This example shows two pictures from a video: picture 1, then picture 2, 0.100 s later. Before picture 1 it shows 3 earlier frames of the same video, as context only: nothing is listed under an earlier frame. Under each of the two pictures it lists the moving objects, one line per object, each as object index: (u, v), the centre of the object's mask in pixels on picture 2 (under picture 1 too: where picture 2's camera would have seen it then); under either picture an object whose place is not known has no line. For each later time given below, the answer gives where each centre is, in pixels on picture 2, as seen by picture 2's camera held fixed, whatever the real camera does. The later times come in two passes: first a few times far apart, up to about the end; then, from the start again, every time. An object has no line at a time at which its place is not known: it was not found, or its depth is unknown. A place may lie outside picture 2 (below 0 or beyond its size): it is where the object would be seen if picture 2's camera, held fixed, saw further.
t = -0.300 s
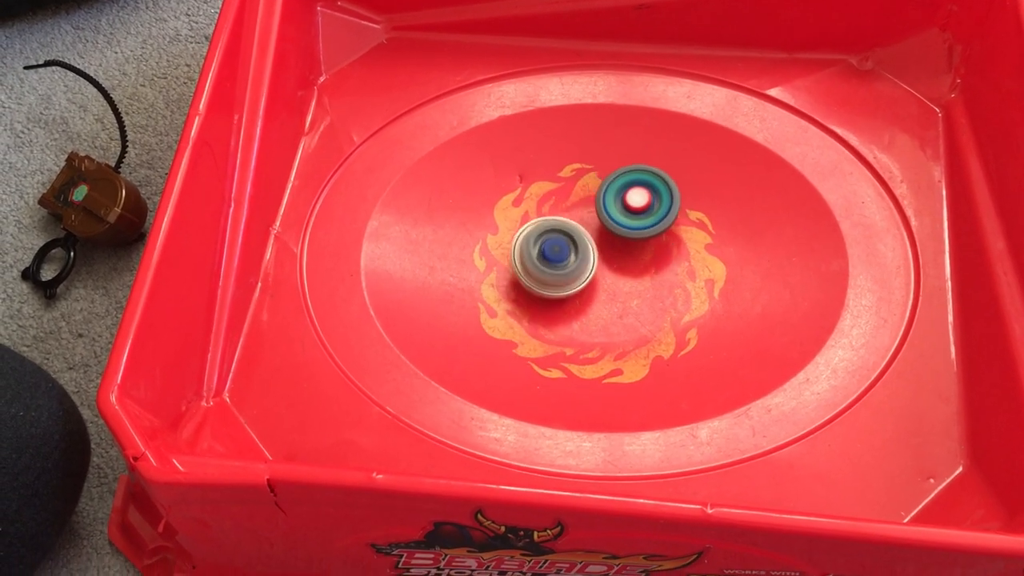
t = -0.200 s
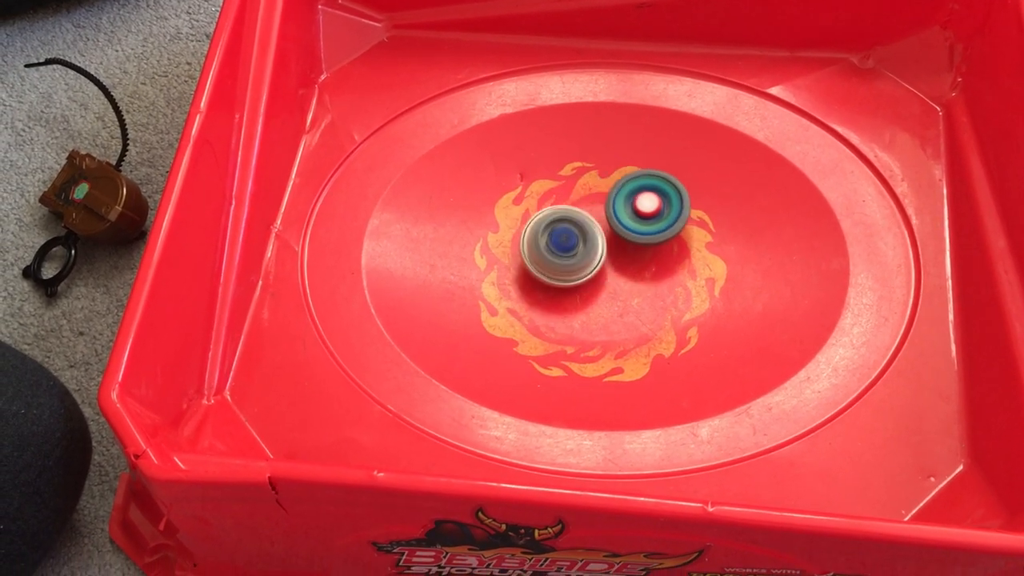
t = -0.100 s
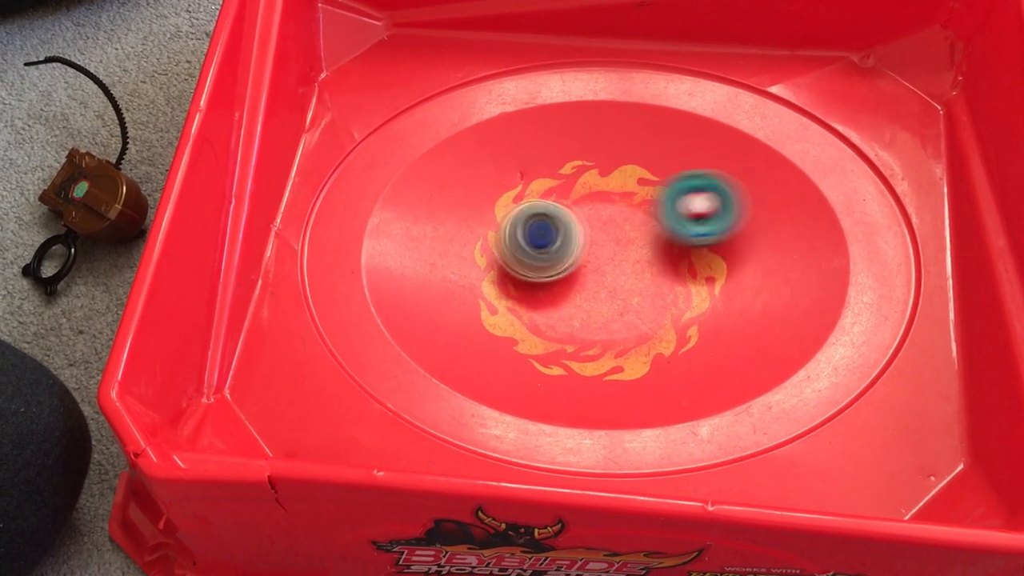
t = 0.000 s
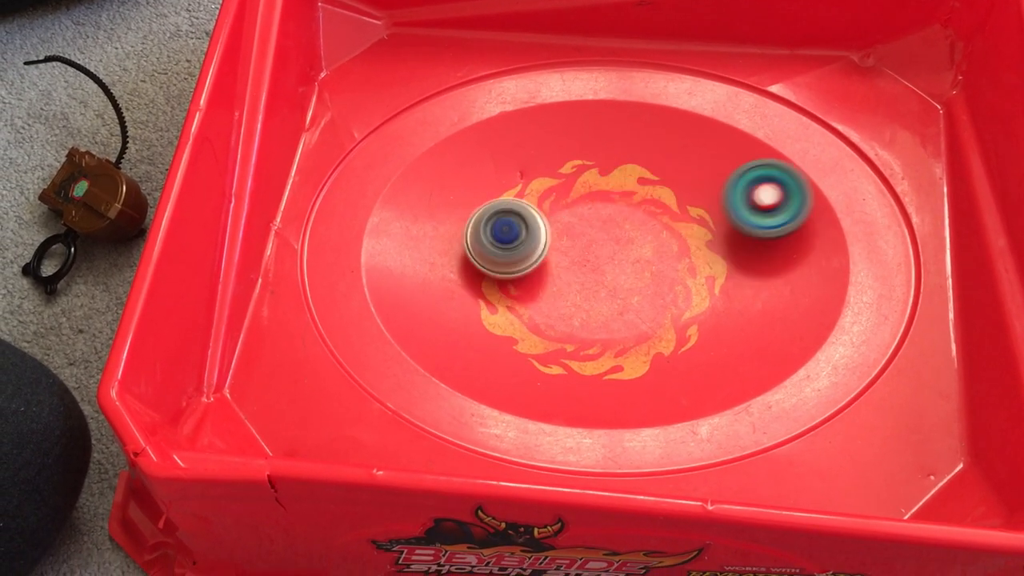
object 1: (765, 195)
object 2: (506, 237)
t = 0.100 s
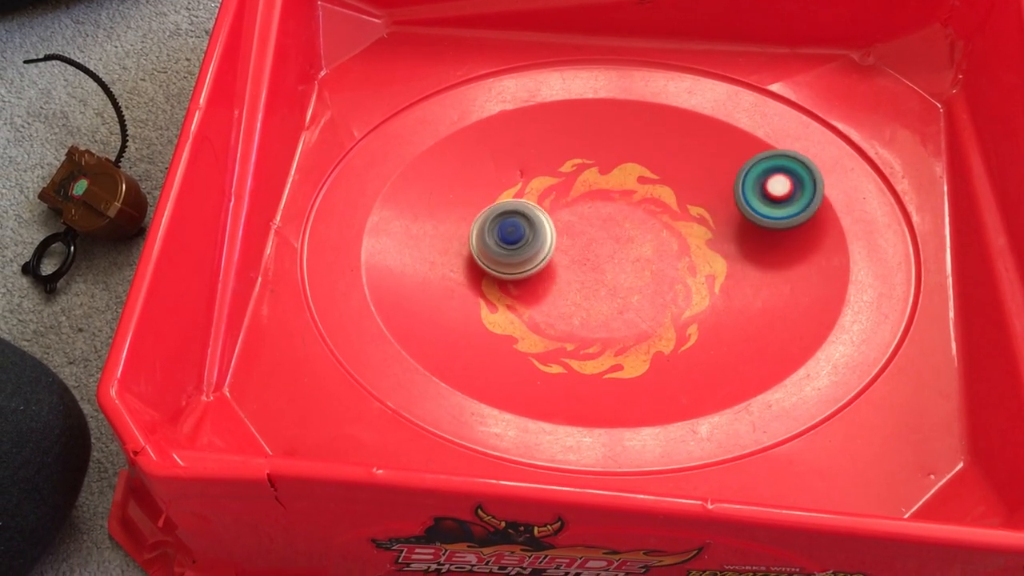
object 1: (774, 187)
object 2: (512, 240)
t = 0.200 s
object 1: (759, 181)
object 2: (525, 244)
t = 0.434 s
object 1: (674, 205)
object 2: (555, 255)
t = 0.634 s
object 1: (678, 254)
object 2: (551, 267)
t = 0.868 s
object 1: (694, 290)
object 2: (544, 280)
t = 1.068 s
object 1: (682, 284)
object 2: (546, 284)
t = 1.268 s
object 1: (649, 288)
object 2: (546, 281)
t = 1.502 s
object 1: (629, 323)
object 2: (547, 261)
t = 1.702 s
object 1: (610, 303)
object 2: (551, 251)
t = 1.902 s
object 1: (571, 307)
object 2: (558, 238)
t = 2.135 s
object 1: (611, 396)
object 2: (583, 80)
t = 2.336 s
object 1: (666, 262)
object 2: (593, 67)
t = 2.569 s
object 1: (611, 158)
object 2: (608, 78)
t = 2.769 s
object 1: (417, 299)
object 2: (650, 81)
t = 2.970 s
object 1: (452, 329)
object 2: (619, 183)
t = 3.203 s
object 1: (517, 329)
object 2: (624, 245)
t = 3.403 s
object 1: (566, 310)
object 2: (622, 250)
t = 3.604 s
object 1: (551, 316)
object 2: (647, 209)
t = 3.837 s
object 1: (569, 293)
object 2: (636, 192)
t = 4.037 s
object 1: (564, 272)
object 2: (630, 186)
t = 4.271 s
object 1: (547, 245)
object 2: (631, 187)
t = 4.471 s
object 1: (534, 242)
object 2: (629, 197)
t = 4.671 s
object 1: (502, 248)
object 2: (651, 205)
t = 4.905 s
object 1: (450, 278)
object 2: (684, 211)
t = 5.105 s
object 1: (495, 294)
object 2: (662, 212)
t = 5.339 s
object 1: (546, 276)
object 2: (639, 208)
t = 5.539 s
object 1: (556, 260)
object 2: (633, 191)
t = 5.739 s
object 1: (550, 255)
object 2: (632, 186)
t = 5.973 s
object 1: (571, 242)
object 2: (628, 192)
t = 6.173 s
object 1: (568, 244)
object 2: (634, 200)
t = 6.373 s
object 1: (549, 246)
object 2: (632, 219)
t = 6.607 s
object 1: (517, 256)
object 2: (613, 229)
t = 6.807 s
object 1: (507, 265)
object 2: (587, 221)
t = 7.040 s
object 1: (524, 272)
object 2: (578, 205)
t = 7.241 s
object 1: (540, 263)
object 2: (584, 197)
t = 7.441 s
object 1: (537, 266)
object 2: (610, 193)
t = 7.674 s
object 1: (550, 260)
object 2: (624, 220)
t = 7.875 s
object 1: (540, 264)
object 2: (624, 244)
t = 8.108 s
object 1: (477, 247)
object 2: (621, 288)
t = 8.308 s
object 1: (464, 247)
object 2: (603, 283)
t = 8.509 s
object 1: (479, 245)
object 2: (592, 257)
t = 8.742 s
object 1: (519, 243)
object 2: (612, 234)
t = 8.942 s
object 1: (492, 236)
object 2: (687, 238)
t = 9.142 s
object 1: (525, 245)
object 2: (707, 249)
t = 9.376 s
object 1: (559, 255)
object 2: (670, 266)
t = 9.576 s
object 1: (519, 229)
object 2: (653, 315)
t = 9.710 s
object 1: (515, 230)
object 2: (645, 336)
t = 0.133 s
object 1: (772, 185)
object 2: (516, 241)
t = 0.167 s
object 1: (766, 183)
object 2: (521, 242)
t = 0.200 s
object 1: (759, 181)
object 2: (525, 244)
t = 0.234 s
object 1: (750, 181)
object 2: (530, 246)
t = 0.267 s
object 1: (739, 182)
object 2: (534, 248)
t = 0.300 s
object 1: (727, 185)
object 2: (538, 249)
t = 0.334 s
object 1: (714, 189)
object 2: (542, 251)
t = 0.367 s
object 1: (700, 194)
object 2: (546, 252)
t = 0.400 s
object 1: (687, 199)
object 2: (550, 253)
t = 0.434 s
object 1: (674, 205)
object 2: (555, 255)
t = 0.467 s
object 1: (663, 212)
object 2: (558, 257)
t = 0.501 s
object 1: (655, 219)
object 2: (562, 258)
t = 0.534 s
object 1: (650, 226)
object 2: (565, 259)
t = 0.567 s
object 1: (656, 236)
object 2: (564, 260)
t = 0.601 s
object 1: (670, 244)
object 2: (556, 264)
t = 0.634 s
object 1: (678, 254)
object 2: (551, 267)
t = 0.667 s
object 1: (683, 262)
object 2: (549, 269)
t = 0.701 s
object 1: (686, 270)
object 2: (549, 271)
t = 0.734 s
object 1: (689, 277)
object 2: (550, 273)
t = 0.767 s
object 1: (691, 283)
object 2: (550, 275)
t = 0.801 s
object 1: (692, 288)
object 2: (550, 276)
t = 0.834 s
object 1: (693, 291)
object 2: (551, 277)
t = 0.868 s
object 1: (694, 290)
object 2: (544, 280)
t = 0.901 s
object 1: (694, 291)
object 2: (544, 281)
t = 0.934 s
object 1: (693, 289)
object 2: (545, 281)
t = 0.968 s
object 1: (691, 287)
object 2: (545, 282)
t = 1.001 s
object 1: (688, 286)
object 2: (545, 283)
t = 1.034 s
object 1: (685, 284)
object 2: (546, 283)
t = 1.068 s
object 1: (682, 284)
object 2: (546, 284)
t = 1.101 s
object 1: (678, 282)
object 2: (545, 284)
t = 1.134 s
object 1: (673, 282)
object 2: (545, 284)
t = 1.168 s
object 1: (667, 282)
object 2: (545, 283)
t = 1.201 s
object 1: (662, 283)
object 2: (545, 283)
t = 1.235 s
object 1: (655, 285)
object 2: (545, 282)
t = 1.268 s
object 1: (649, 288)
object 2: (546, 281)
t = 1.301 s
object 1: (643, 292)
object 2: (546, 280)
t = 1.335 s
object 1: (637, 299)
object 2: (546, 279)
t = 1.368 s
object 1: (633, 307)
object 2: (545, 276)
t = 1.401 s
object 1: (633, 317)
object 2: (542, 272)
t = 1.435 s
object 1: (633, 322)
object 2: (547, 266)
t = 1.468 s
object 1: (631, 323)
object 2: (547, 263)
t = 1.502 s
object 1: (629, 323)
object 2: (547, 261)
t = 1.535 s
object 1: (627, 319)
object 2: (548, 260)
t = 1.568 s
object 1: (625, 312)
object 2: (548, 258)
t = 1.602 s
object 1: (623, 306)
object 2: (548, 256)
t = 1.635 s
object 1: (620, 303)
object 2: (549, 254)
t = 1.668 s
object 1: (615, 302)
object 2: (550, 253)
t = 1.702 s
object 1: (610, 303)
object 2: (551, 251)
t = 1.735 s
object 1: (603, 306)
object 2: (551, 248)
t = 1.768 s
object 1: (595, 311)
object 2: (551, 245)
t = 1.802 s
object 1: (587, 315)
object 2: (552, 243)
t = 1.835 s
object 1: (580, 313)
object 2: (554, 241)
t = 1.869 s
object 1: (574, 312)
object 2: (556, 240)
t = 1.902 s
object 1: (571, 307)
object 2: (558, 238)
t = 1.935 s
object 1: (569, 335)
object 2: (562, 223)
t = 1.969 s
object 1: (565, 388)
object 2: (567, 177)
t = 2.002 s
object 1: (565, 429)
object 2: (571, 143)
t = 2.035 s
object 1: (574, 443)
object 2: (575, 114)
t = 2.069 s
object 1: (592, 425)
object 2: (580, 92)
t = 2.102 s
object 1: (601, 410)
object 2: (582, 83)
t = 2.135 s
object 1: (611, 396)
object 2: (583, 80)
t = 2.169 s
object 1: (626, 381)
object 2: (585, 76)
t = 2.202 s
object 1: (640, 360)
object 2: (587, 73)
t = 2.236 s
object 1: (651, 336)
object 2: (589, 71)
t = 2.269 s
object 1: (658, 309)
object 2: (590, 69)
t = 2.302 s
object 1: (663, 284)
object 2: (591, 68)
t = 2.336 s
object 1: (666, 262)
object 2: (593, 67)
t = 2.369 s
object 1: (666, 242)
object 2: (595, 67)
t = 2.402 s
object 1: (664, 225)
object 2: (597, 68)
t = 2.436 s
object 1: (658, 209)
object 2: (599, 68)
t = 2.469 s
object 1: (651, 197)
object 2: (601, 69)
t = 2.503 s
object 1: (642, 185)
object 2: (603, 71)
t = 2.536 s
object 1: (629, 171)
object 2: (605, 74)
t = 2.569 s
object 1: (611, 158)
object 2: (608, 78)
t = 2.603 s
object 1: (579, 174)
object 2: (618, 59)
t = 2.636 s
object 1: (539, 210)
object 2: (630, 40)
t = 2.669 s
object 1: (502, 246)
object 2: (636, 53)
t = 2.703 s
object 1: (467, 270)
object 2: (642, 64)
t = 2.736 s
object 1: (439, 285)
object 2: (646, 74)
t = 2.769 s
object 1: (417, 299)
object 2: (650, 81)
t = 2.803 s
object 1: (404, 310)
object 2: (650, 90)
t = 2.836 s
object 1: (398, 316)
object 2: (647, 105)
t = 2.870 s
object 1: (403, 322)
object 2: (642, 124)
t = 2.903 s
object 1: (418, 326)
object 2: (635, 144)
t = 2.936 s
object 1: (434, 328)
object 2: (628, 165)
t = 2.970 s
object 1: (452, 329)
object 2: (619, 183)
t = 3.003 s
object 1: (471, 328)
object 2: (613, 200)
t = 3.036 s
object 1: (492, 325)
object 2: (608, 217)
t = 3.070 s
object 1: (513, 319)
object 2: (603, 231)
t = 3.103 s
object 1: (533, 313)
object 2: (597, 245)
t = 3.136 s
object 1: (532, 318)
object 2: (602, 249)
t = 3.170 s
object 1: (521, 325)
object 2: (614, 247)
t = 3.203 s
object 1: (517, 329)
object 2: (624, 245)
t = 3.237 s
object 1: (520, 330)
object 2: (631, 245)
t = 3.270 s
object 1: (530, 330)
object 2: (632, 246)
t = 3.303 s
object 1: (540, 325)
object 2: (631, 248)
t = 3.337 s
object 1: (550, 320)
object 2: (628, 249)
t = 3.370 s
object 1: (560, 314)
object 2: (626, 249)
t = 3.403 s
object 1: (566, 310)
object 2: (622, 250)
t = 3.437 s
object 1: (554, 322)
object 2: (632, 239)
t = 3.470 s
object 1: (544, 325)
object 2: (641, 228)
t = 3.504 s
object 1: (541, 325)
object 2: (647, 219)
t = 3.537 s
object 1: (543, 324)
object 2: (648, 214)
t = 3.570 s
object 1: (547, 320)
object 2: (648, 211)
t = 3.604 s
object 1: (551, 316)
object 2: (647, 209)
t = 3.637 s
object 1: (556, 312)
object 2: (645, 206)
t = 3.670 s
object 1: (561, 308)
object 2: (642, 204)
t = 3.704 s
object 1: (564, 304)
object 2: (641, 202)
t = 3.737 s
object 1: (566, 301)
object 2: (640, 199)
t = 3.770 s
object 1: (567, 298)
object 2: (638, 197)
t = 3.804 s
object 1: (569, 296)
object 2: (636, 194)
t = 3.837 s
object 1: (569, 293)
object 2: (636, 192)
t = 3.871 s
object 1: (568, 291)
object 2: (636, 189)
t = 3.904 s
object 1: (568, 288)
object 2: (634, 187)
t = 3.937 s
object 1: (567, 285)
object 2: (633, 186)
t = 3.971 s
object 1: (566, 282)
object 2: (633, 186)
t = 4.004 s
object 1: (564, 277)
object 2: (632, 185)
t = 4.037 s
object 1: (564, 272)
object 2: (630, 186)
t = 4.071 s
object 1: (563, 266)
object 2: (629, 188)
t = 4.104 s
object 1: (562, 261)
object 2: (628, 188)
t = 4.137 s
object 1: (562, 255)
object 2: (625, 189)
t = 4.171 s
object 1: (561, 249)
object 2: (624, 191)
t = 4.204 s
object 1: (561, 244)
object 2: (624, 191)
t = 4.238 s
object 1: (556, 243)
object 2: (626, 189)
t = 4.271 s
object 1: (547, 245)
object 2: (631, 187)
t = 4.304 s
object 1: (541, 246)
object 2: (633, 188)
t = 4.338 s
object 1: (537, 246)
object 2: (633, 188)
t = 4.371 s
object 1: (535, 245)
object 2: (632, 191)
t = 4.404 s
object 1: (534, 244)
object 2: (631, 194)
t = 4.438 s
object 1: (534, 243)
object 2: (631, 195)
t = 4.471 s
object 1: (534, 242)
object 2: (629, 197)
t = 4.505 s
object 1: (535, 241)
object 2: (628, 200)
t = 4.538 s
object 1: (537, 240)
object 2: (627, 202)
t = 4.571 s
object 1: (539, 239)
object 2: (625, 204)
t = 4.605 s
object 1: (542, 239)
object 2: (623, 207)
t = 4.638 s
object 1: (538, 241)
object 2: (626, 208)
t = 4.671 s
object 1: (502, 248)
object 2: (651, 205)
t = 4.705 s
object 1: (475, 253)
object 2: (668, 204)
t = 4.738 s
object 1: (455, 254)
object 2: (683, 204)
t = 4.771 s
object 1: (444, 258)
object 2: (689, 207)
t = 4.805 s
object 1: (440, 263)
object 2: (692, 209)
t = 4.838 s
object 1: (441, 267)
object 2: (690, 210)
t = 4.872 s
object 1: (445, 272)
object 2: (686, 211)
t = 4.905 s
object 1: (450, 278)
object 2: (684, 211)
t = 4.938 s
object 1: (456, 282)
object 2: (680, 212)
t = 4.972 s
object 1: (463, 287)
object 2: (677, 212)
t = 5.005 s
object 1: (470, 289)
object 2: (674, 212)
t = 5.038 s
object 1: (479, 292)
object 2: (668, 212)
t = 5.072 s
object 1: (487, 293)
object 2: (666, 212)
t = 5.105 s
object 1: (495, 294)
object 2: (662, 212)
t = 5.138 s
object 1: (502, 293)
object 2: (658, 213)
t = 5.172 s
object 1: (511, 291)
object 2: (655, 212)
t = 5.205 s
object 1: (520, 291)
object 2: (651, 212)
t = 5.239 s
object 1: (528, 288)
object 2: (649, 211)
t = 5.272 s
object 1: (535, 285)
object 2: (645, 210)
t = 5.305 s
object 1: (541, 281)
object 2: (641, 210)
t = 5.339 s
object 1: (546, 276)
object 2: (639, 208)
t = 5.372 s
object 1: (550, 272)
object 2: (635, 207)
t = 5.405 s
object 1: (555, 268)
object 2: (632, 206)
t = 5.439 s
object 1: (559, 263)
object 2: (630, 204)
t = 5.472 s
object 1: (563, 258)
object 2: (626, 203)
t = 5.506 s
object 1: (565, 256)
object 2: (626, 200)
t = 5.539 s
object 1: (556, 260)
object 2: (633, 191)
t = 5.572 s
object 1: (550, 262)
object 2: (636, 187)
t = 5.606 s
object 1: (548, 261)
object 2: (638, 186)
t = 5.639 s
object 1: (547, 261)
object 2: (635, 186)
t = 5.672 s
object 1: (547, 259)
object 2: (635, 187)
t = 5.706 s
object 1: (549, 257)
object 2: (633, 185)
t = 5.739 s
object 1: (550, 255)
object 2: (632, 186)
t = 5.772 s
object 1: (552, 253)
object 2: (633, 185)
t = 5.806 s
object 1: (554, 251)
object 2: (631, 187)
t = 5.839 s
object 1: (557, 249)
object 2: (631, 188)
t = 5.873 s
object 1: (561, 247)
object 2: (629, 189)
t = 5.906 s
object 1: (564, 245)
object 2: (628, 191)
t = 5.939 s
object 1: (567, 244)
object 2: (628, 191)
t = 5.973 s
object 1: (571, 242)
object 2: (628, 192)
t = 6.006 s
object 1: (570, 244)
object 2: (631, 191)
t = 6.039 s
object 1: (568, 244)
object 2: (632, 192)
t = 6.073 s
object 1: (568, 245)
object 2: (633, 195)
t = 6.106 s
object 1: (567, 245)
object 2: (632, 197)
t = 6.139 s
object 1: (568, 245)
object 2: (633, 200)
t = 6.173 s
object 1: (568, 244)
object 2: (634, 200)
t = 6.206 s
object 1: (565, 246)
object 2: (635, 204)
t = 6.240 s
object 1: (563, 247)
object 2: (635, 207)
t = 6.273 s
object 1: (561, 247)
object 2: (634, 210)
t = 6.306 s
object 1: (560, 247)
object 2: (633, 213)
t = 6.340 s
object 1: (555, 245)
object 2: (633, 215)
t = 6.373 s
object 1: (549, 246)
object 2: (632, 219)
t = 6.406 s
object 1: (545, 249)
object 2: (630, 222)
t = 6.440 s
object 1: (541, 250)
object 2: (626, 225)
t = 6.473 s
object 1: (535, 251)
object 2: (624, 226)
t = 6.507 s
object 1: (530, 254)
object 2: (622, 227)
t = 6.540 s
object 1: (525, 253)
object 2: (619, 228)
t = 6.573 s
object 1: (521, 254)
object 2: (615, 228)
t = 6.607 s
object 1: (517, 256)
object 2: (613, 229)
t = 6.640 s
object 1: (513, 257)
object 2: (607, 228)
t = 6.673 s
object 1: (511, 258)
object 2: (603, 227)
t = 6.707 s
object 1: (509, 259)
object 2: (598, 226)
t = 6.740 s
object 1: (507, 260)
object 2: (594, 225)
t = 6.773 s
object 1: (507, 263)
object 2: (591, 223)
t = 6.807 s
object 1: (507, 265)
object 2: (587, 221)
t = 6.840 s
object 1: (509, 267)
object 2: (584, 217)
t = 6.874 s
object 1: (511, 269)
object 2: (581, 215)
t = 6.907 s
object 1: (513, 270)
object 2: (580, 212)
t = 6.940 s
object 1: (515, 271)
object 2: (578, 209)
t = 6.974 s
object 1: (518, 271)
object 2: (579, 208)
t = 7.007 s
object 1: (521, 272)
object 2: (577, 205)
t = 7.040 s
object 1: (524, 272)
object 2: (578, 205)
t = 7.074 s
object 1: (527, 271)
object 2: (578, 202)
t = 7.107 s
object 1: (531, 271)
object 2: (579, 201)
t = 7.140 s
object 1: (533, 269)
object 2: (580, 199)
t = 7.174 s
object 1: (535, 268)
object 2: (581, 199)
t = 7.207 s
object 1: (538, 265)
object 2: (583, 197)
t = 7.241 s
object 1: (540, 263)
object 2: (584, 197)
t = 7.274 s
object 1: (543, 260)
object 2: (587, 196)
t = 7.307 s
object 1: (547, 257)
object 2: (589, 196)
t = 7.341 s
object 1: (548, 255)
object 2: (593, 195)
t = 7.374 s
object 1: (543, 262)
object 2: (600, 193)
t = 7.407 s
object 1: (539, 264)
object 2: (608, 191)
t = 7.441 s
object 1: (537, 266)
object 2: (610, 193)
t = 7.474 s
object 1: (537, 266)
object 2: (612, 195)
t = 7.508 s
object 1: (537, 265)
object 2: (614, 198)
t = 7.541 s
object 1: (538, 264)
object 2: (617, 201)
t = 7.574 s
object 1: (541, 263)
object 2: (620, 206)
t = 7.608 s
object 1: (544, 263)
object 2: (621, 211)
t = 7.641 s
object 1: (547, 262)
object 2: (622, 216)
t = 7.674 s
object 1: (550, 260)
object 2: (624, 220)
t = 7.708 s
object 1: (553, 261)
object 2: (625, 225)
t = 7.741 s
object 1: (550, 261)
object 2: (627, 229)
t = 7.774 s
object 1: (549, 262)
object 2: (626, 234)
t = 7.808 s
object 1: (547, 263)
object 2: (627, 237)
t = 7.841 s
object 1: (542, 263)
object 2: (625, 242)
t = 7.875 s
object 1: (540, 264)
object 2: (624, 244)
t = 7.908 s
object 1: (538, 264)
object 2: (621, 248)
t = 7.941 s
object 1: (532, 264)
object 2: (619, 253)
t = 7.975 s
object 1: (527, 264)
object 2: (615, 260)
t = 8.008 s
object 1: (516, 262)
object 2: (614, 265)
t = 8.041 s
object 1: (498, 256)
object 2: (620, 275)
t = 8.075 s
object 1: (485, 250)
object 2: (622, 282)
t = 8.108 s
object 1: (477, 247)
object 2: (621, 288)
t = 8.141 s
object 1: (473, 247)
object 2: (618, 290)
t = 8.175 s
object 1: (470, 247)
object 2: (616, 289)
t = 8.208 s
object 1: (468, 248)
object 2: (613, 288)
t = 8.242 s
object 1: (466, 248)
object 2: (609, 287)
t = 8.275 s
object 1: (465, 247)
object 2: (606, 286)
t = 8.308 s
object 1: (464, 247)
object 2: (603, 283)
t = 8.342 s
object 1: (465, 247)
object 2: (601, 280)
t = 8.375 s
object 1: (466, 246)
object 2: (597, 276)
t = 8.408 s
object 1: (468, 246)
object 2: (595, 271)
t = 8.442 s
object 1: (471, 246)
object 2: (593, 267)
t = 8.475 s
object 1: (475, 246)
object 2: (592, 262)
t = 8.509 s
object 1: (479, 245)
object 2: (592, 257)
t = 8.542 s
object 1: (484, 244)
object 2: (593, 252)
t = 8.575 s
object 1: (488, 244)
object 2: (595, 247)
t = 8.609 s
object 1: (494, 244)
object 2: (597, 243)
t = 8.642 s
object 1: (499, 243)
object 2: (601, 238)
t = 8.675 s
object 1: (505, 243)
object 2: (603, 237)
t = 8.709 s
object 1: (512, 243)
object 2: (608, 235)
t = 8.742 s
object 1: (519, 243)
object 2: (612, 234)
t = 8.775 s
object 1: (522, 243)
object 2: (615, 233)
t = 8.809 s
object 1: (504, 241)
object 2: (637, 234)
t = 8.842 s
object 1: (492, 238)
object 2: (654, 235)
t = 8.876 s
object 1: (488, 237)
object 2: (667, 236)
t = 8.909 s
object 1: (489, 236)
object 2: (678, 237)
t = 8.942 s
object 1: (492, 236)
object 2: (687, 238)
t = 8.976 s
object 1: (496, 236)
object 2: (695, 239)
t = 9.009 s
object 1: (502, 236)
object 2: (699, 240)
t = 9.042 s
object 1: (507, 238)
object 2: (703, 241)
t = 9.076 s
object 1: (514, 240)
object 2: (705, 244)
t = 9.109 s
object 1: (520, 243)
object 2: (706, 247)
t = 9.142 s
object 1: (525, 245)
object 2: (707, 249)
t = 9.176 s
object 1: (530, 246)
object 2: (704, 251)
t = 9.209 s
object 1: (534, 248)
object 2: (700, 254)
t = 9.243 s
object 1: (539, 249)
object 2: (696, 257)
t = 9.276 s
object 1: (544, 250)
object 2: (691, 260)
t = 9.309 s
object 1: (549, 252)
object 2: (685, 262)
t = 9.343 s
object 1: (554, 254)
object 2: (679, 264)
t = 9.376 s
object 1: (559, 255)
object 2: (670, 266)
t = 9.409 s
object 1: (564, 257)
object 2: (661, 268)
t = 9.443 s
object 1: (567, 256)
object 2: (652, 269)
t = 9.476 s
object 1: (552, 248)
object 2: (656, 280)
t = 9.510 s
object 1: (536, 238)
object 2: (658, 294)
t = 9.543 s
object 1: (525, 231)
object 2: (656, 305)
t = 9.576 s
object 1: (519, 229)
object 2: (653, 315)
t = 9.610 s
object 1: (518, 227)
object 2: (649, 325)
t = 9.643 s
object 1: (516, 228)
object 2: (647, 332)
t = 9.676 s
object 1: (515, 229)
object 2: (646, 335)
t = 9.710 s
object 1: (515, 230)
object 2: (645, 336)
